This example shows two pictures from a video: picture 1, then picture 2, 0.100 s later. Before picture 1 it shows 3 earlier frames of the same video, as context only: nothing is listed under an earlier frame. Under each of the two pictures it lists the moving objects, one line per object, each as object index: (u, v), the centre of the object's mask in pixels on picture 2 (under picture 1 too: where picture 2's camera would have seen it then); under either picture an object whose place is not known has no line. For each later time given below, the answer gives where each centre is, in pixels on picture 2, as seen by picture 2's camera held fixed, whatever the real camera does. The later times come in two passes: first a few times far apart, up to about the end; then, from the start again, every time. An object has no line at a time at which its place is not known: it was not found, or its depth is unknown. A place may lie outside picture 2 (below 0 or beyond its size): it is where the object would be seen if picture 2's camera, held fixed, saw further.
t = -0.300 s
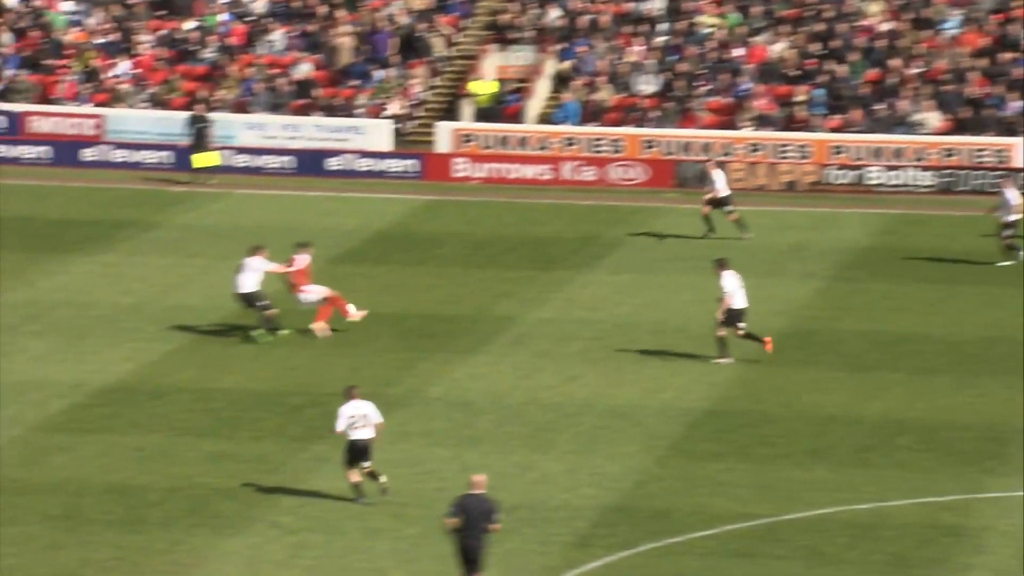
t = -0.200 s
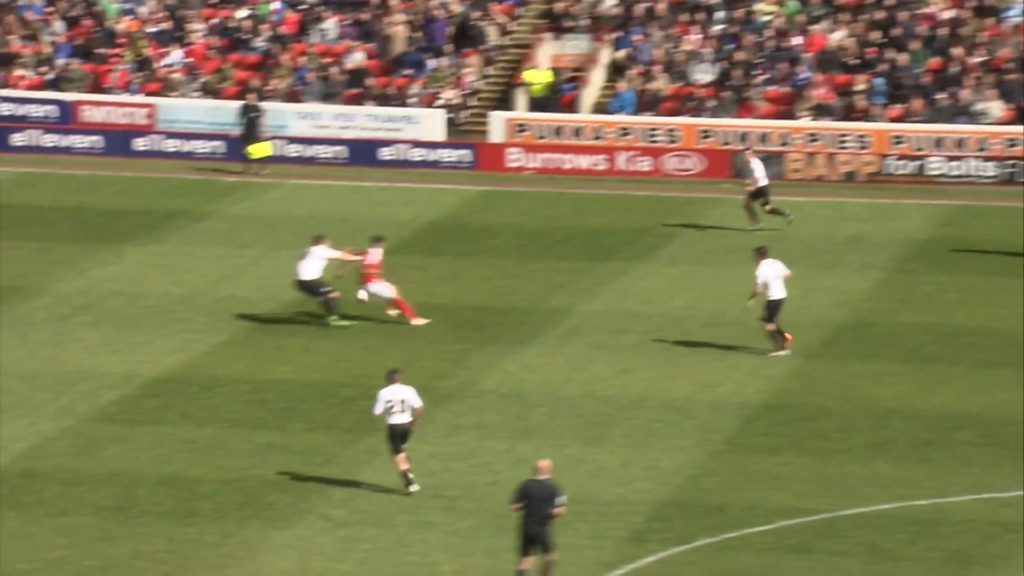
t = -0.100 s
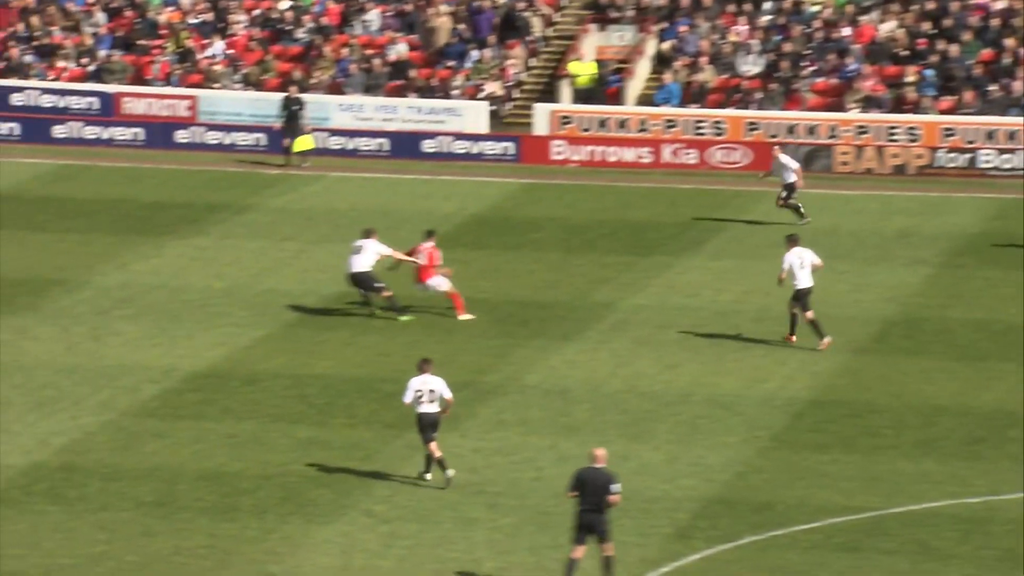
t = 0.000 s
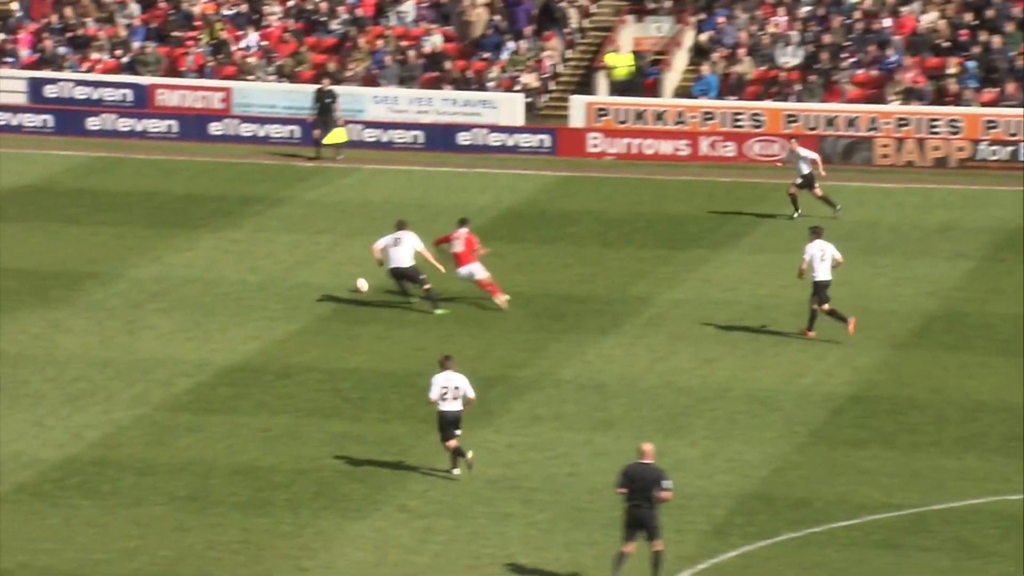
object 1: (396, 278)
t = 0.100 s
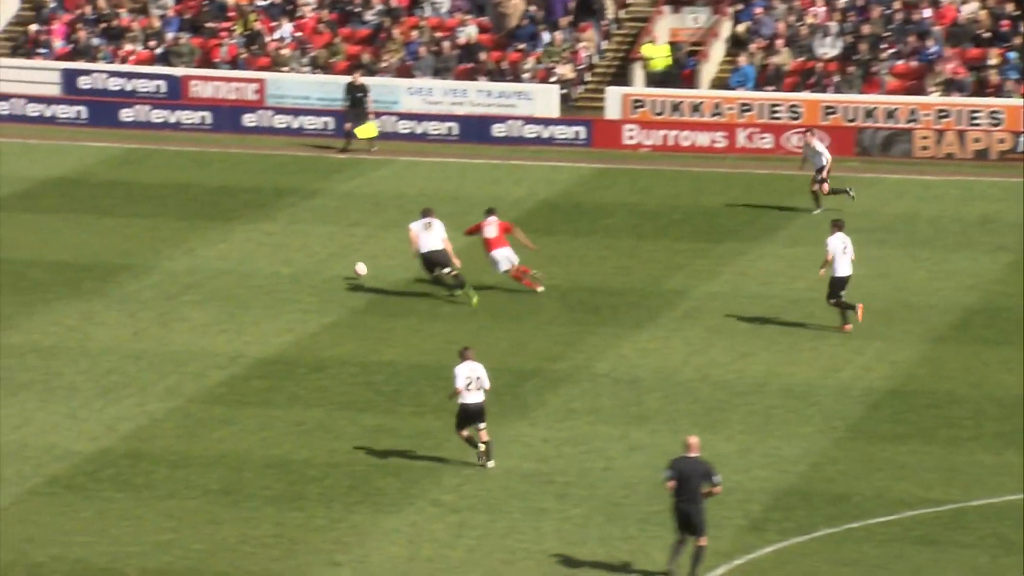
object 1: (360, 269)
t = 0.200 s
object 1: (326, 266)
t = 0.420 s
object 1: (255, 257)
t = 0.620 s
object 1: (194, 252)
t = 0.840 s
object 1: (129, 247)
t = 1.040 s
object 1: (71, 241)
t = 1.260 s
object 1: (9, 235)
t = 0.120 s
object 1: (353, 268)
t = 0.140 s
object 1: (347, 267)
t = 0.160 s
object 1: (340, 267)
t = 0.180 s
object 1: (333, 266)
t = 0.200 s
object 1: (326, 266)
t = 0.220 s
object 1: (319, 266)
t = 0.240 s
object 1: (312, 266)
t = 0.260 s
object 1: (305, 265)
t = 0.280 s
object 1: (299, 263)
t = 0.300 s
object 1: (293, 262)
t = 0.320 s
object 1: (286, 260)
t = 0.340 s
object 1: (280, 260)
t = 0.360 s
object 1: (274, 259)
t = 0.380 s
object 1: (267, 258)
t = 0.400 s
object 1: (261, 257)
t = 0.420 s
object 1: (255, 257)
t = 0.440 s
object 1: (249, 257)
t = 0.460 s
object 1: (242, 257)
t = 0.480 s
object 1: (236, 257)
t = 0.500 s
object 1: (230, 256)
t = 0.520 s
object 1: (224, 255)
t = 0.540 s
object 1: (218, 254)
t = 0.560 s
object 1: (212, 253)
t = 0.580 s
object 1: (206, 252)
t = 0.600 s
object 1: (199, 252)
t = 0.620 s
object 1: (194, 252)
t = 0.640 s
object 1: (188, 252)
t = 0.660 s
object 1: (181, 252)
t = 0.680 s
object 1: (176, 251)
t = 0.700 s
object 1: (170, 249)
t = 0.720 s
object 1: (164, 248)
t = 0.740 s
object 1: (158, 248)
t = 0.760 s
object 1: (153, 247)
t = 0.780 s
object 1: (146, 247)
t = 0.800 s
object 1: (141, 247)
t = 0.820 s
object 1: (135, 247)
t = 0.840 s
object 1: (129, 247)
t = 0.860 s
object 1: (123, 246)
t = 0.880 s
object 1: (117, 245)
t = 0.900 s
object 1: (112, 243)
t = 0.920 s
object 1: (106, 243)
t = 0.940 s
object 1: (100, 242)
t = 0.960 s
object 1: (95, 242)
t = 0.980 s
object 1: (89, 242)
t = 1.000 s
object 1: (83, 242)
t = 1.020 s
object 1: (77, 242)
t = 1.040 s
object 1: (71, 241)
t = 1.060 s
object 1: (66, 240)
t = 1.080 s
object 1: (60, 239)
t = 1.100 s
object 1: (54, 239)
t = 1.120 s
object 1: (49, 238)
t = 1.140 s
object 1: (43, 238)
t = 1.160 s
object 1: (37, 237)
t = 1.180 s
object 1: (31, 236)
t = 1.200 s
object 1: (26, 236)
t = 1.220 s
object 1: (20, 236)
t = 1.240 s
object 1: (15, 235)
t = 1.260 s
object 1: (9, 235)
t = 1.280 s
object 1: (3, 234)
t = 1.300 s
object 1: (-2, 233)
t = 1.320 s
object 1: (-8, 232)
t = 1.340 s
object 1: (-14, 232)
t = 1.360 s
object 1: (-19, 232)
